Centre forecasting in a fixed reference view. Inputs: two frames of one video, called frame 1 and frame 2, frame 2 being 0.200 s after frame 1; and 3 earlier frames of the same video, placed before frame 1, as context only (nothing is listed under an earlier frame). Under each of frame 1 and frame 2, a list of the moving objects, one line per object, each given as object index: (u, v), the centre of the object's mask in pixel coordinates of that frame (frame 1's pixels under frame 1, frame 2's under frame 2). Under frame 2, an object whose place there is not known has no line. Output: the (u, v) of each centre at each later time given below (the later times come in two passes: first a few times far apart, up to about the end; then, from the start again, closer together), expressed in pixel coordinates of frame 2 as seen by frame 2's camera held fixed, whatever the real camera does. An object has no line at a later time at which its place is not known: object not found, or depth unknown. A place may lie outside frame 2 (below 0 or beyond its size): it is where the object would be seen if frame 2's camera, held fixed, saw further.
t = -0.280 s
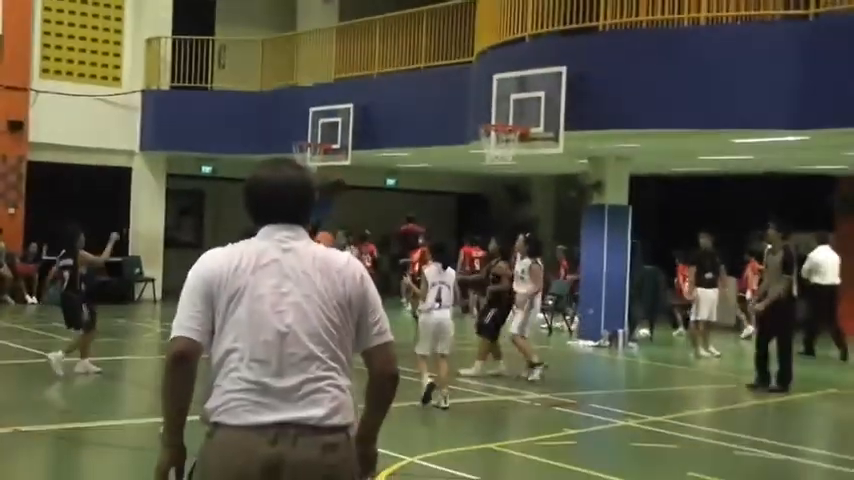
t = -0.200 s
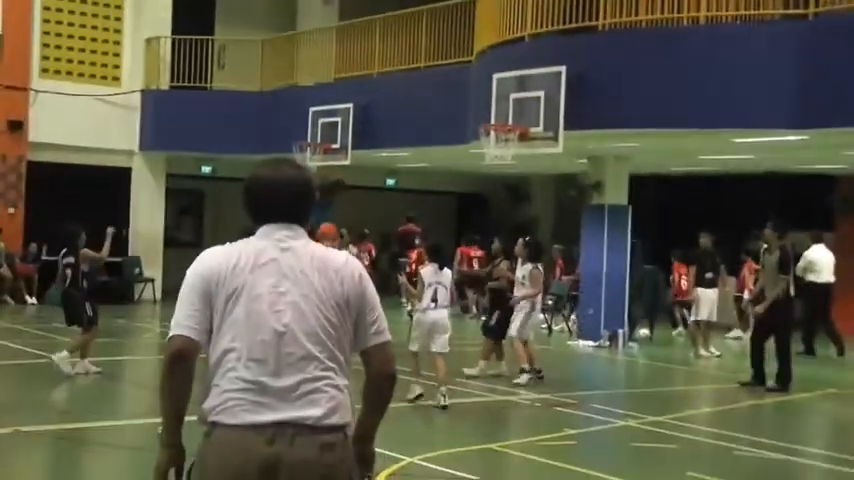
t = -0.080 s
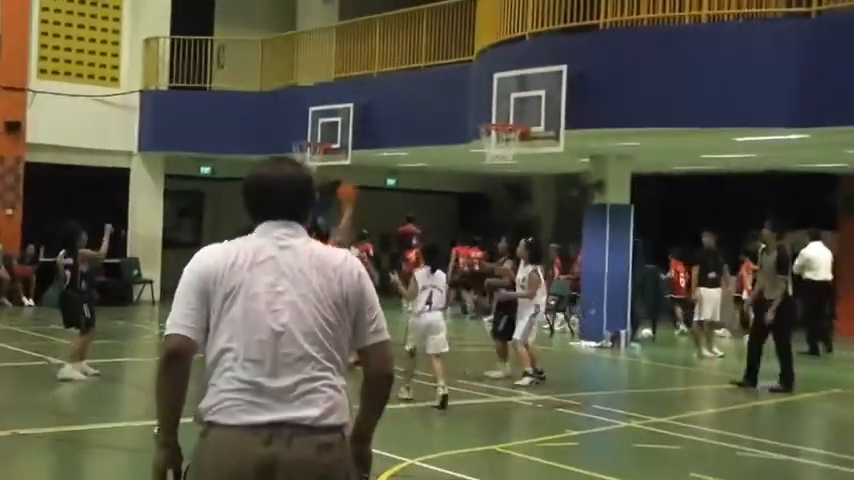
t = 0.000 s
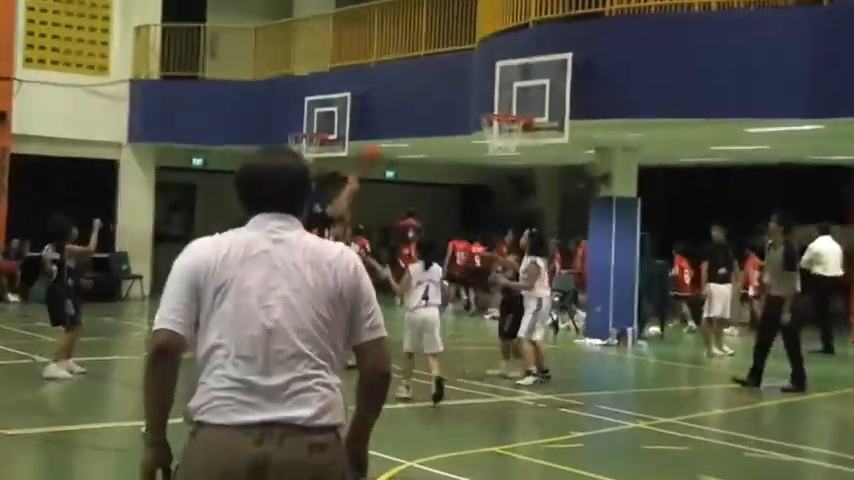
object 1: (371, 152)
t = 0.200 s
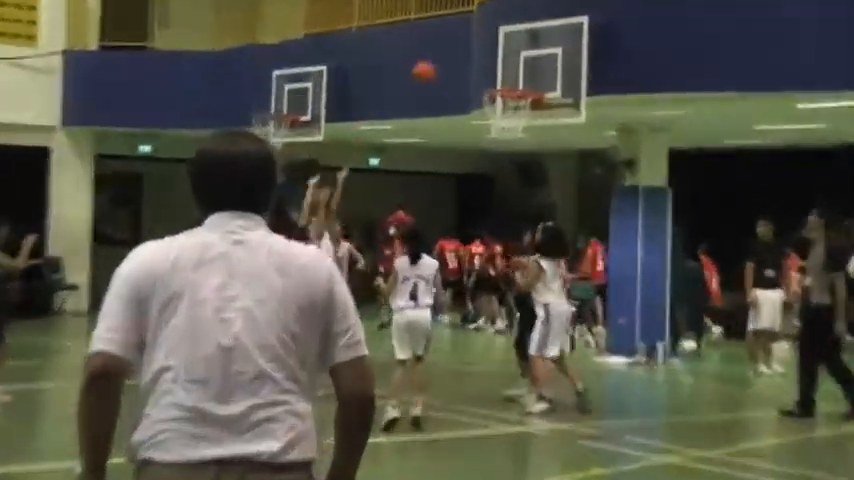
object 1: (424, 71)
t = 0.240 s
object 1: (444, 62)
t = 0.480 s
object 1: (522, 66)
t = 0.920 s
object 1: (531, 69)
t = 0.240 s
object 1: (444, 62)
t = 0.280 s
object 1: (455, 59)
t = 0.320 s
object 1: (469, 57)
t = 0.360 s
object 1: (482, 56)
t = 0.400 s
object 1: (494, 58)
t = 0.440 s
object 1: (508, 60)
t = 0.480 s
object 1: (522, 66)
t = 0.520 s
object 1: (536, 72)
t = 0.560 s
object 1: (544, 79)
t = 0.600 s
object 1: (544, 80)
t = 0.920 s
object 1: (531, 69)
